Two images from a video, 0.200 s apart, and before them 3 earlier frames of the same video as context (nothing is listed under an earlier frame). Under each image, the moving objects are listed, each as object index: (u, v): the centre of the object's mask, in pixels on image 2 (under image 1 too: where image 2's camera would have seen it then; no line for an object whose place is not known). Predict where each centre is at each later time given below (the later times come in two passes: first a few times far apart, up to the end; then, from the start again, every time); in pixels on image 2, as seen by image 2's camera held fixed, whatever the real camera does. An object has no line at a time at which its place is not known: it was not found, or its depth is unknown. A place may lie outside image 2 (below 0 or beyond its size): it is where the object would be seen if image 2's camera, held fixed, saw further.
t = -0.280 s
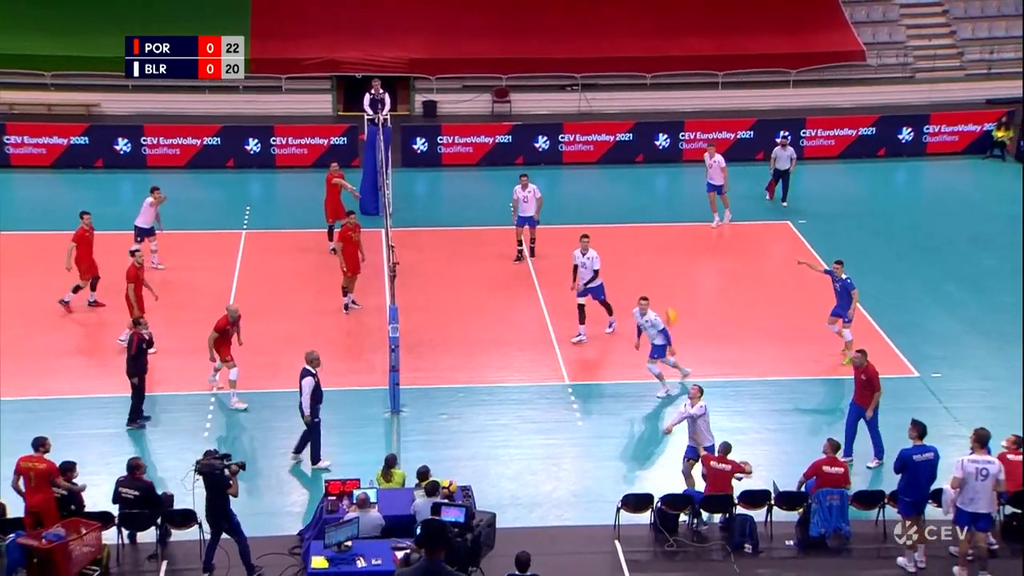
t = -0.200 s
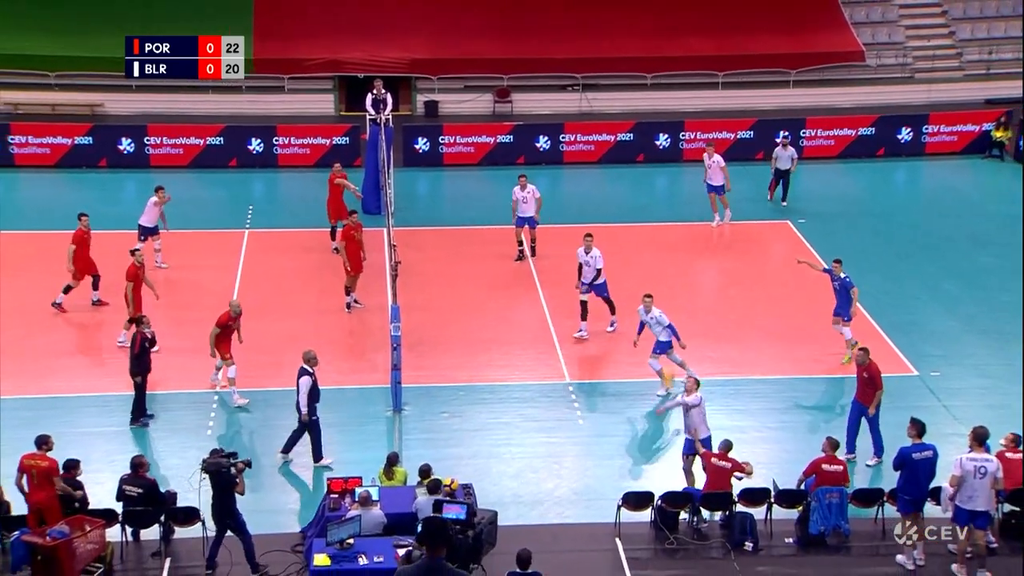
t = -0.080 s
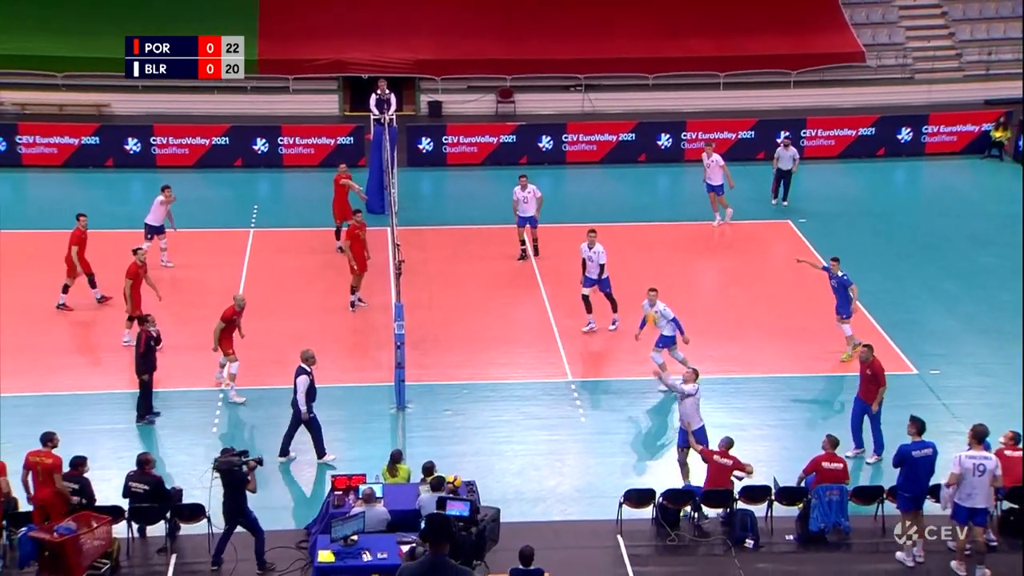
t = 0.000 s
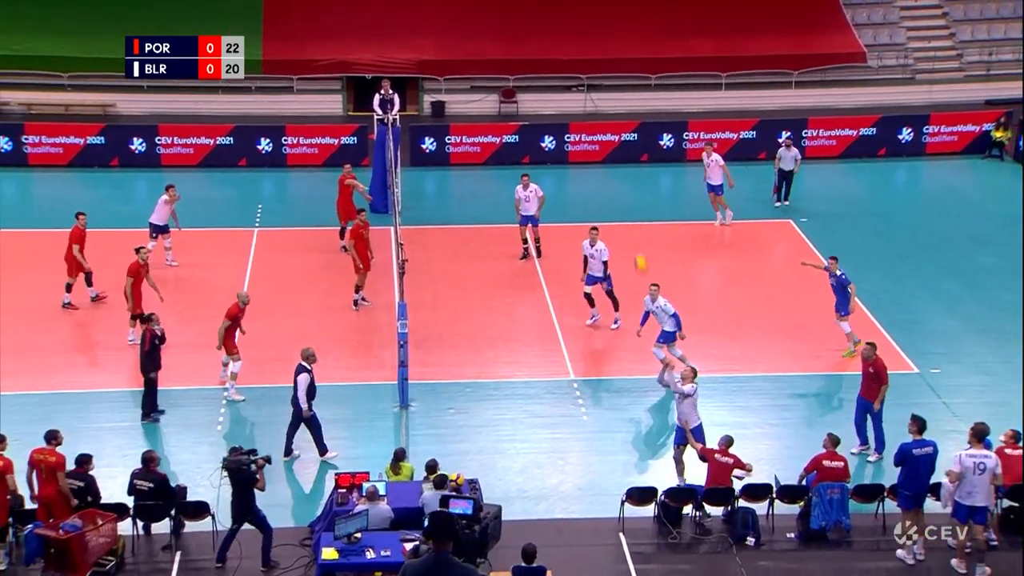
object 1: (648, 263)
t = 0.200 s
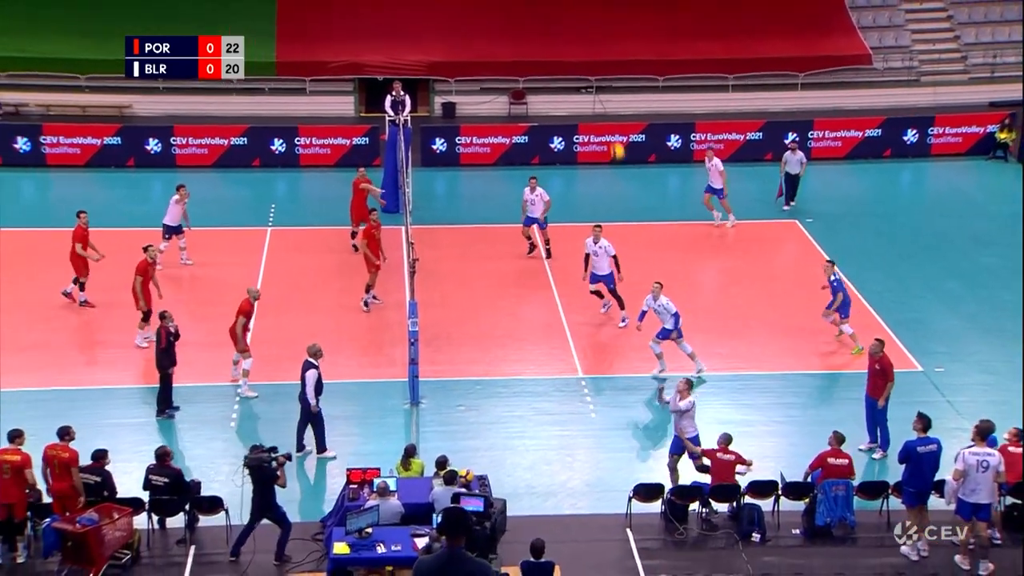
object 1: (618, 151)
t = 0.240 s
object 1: (611, 130)
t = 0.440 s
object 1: (581, 59)
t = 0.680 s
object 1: (546, 12)
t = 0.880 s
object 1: (520, 2)
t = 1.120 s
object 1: (491, 23)
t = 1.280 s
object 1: (473, 55)
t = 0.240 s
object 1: (611, 130)
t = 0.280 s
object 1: (604, 114)
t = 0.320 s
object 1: (598, 98)
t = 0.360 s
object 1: (592, 85)
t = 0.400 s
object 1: (586, 70)
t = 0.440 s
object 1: (581, 59)
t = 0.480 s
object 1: (574, 48)
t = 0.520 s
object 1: (569, 39)
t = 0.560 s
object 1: (563, 30)
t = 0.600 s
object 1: (557, 23)
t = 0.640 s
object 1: (552, 17)
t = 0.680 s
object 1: (546, 12)
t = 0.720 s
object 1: (540, 7)
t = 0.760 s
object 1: (535, 4)
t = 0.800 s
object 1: (530, 2)
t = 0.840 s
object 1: (525, 1)
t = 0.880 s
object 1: (520, 2)
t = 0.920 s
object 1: (515, 3)
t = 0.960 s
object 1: (510, 5)
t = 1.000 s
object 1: (505, 8)
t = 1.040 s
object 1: (500, 12)
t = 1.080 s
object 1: (495, 17)
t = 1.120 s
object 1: (491, 23)
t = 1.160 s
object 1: (486, 30)
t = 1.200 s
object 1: (481, 38)
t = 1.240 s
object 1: (477, 46)
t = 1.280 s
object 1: (473, 55)
